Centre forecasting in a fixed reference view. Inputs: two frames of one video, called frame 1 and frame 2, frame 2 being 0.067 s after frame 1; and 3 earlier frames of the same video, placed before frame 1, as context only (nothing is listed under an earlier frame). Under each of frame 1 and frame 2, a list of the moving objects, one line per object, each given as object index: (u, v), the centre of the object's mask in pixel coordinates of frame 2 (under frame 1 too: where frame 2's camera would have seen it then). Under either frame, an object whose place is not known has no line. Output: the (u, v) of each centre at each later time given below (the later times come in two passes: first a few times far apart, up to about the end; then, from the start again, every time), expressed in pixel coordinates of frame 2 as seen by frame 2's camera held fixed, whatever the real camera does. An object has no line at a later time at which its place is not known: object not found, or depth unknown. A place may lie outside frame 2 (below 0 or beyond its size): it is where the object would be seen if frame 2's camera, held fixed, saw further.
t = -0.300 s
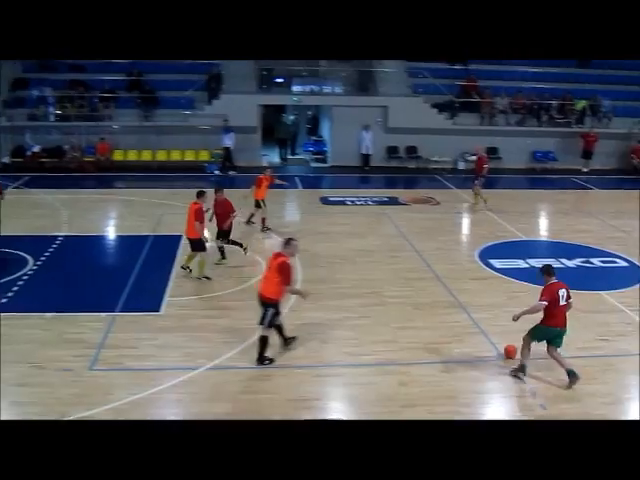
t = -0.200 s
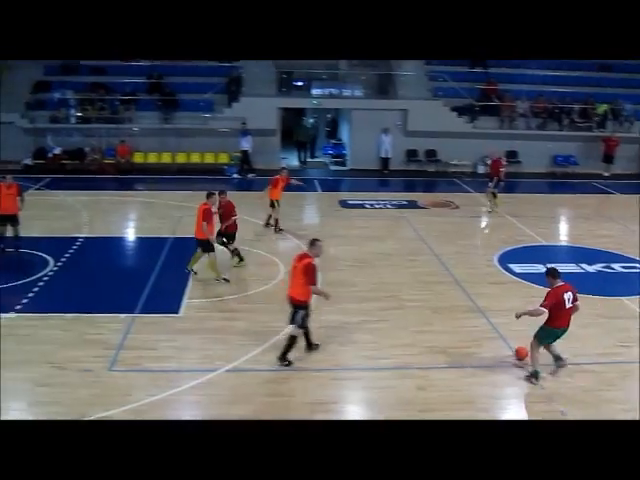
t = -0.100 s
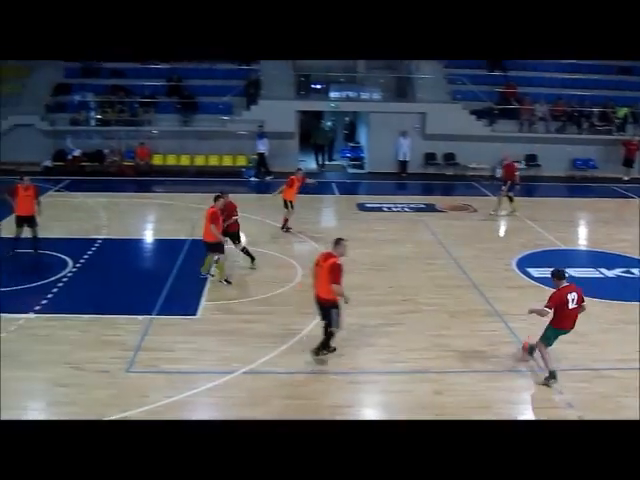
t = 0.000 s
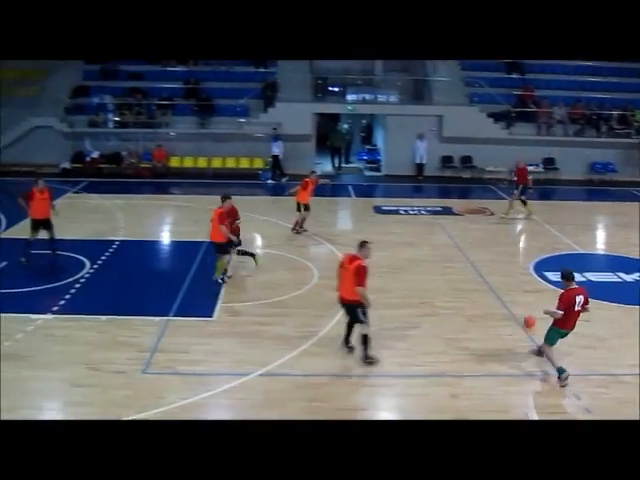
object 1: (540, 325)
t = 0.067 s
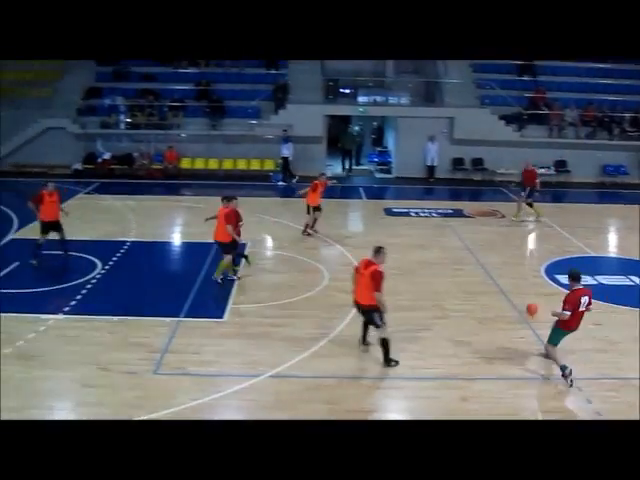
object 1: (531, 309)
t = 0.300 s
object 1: (510, 268)
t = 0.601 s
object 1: (496, 236)
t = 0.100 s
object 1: (528, 302)
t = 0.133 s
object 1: (524, 295)
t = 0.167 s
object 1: (521, 289)
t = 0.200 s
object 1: (517, 283)
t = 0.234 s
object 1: (514, 278)
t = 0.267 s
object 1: (512, 273)
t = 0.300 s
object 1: (510, 268)
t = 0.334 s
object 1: (508, 263)
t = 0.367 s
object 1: (506, 260)
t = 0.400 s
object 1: (505, 255)
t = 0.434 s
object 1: (502, 252)
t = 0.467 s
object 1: (501, 248)
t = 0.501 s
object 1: (500, 245)
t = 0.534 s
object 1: (498, 242)
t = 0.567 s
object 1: (497, 239)
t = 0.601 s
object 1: (496, 236)
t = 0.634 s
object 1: (495, 234)
